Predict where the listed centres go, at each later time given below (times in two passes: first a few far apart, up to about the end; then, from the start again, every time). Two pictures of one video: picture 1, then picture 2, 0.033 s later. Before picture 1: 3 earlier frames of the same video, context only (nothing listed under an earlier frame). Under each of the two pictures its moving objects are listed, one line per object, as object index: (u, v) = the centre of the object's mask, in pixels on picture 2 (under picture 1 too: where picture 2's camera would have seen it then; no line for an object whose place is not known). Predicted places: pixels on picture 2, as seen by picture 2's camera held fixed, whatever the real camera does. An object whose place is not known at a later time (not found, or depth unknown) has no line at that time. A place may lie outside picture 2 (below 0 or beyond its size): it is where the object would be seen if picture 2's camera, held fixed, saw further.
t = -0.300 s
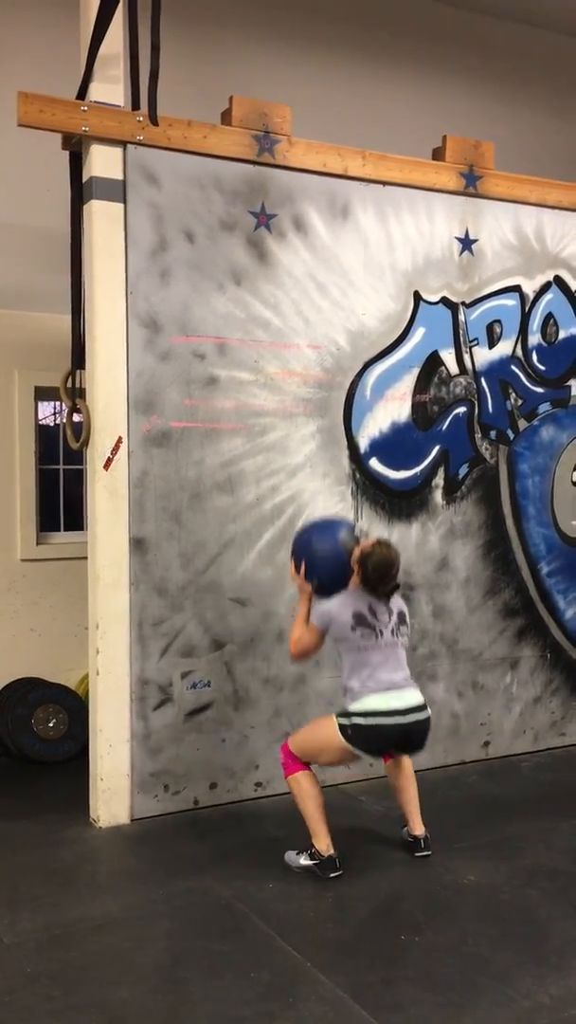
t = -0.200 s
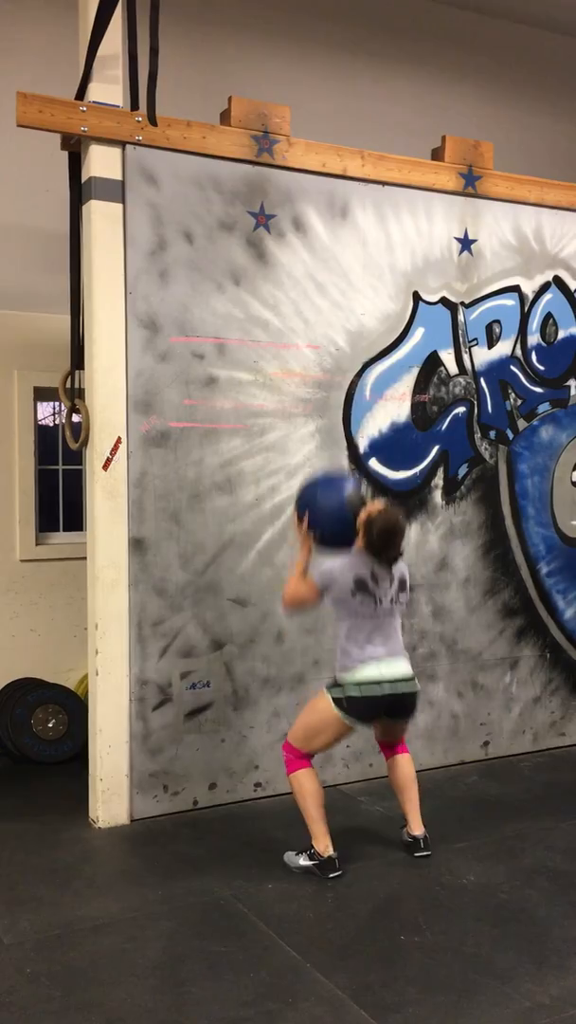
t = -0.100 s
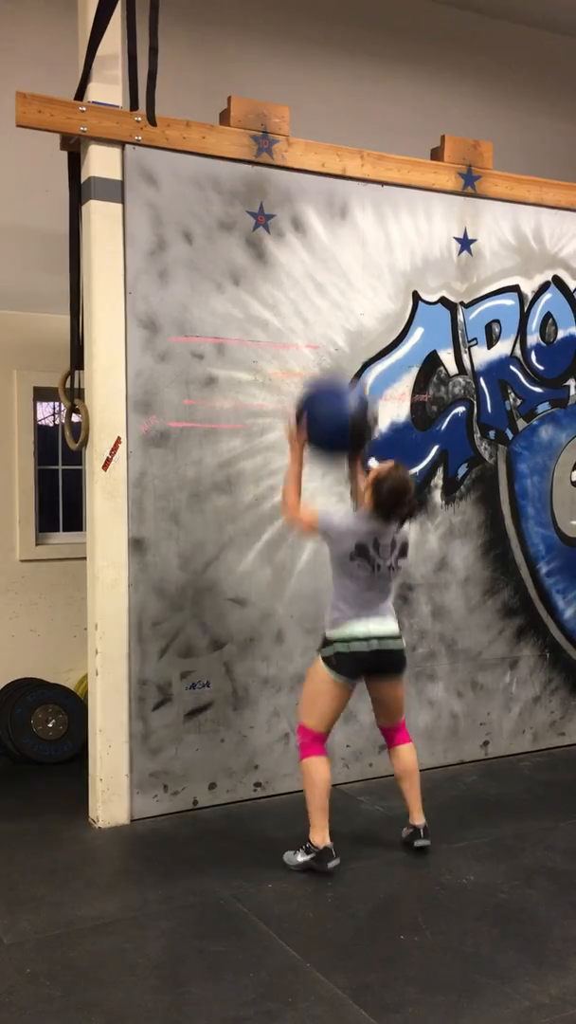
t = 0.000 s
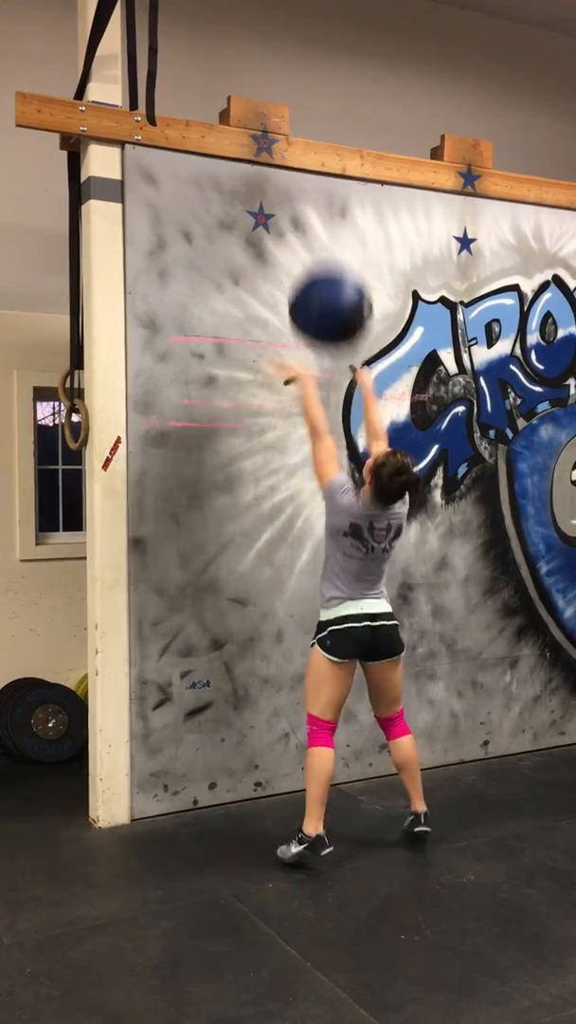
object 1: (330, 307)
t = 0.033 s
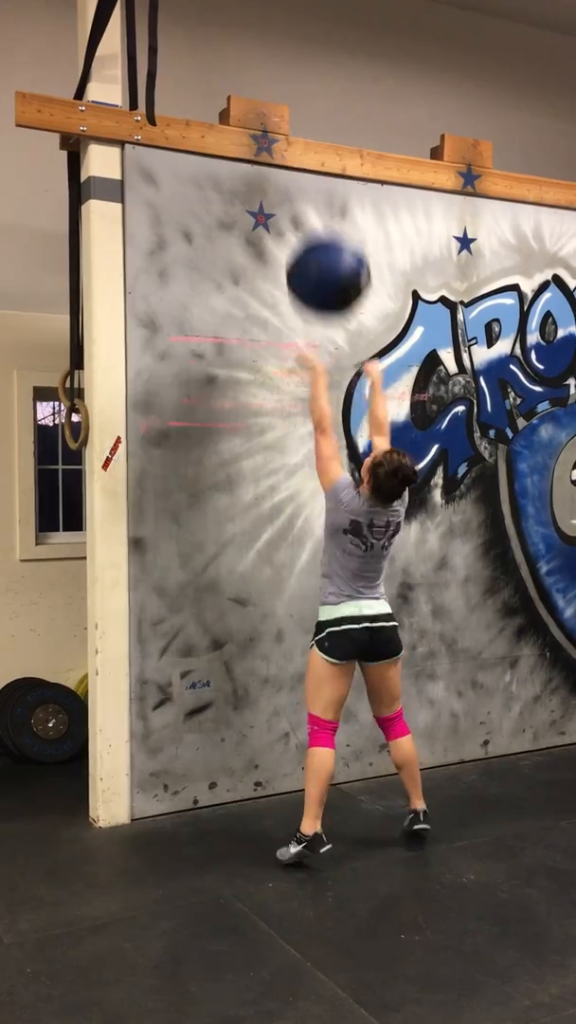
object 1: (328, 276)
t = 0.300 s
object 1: (311, 114)
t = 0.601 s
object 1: (302, 125)
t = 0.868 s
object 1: (320, 278)
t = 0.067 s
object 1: (326, 244)
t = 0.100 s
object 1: (324, 217)
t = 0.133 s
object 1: (322, 195)
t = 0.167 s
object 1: (320, 172)
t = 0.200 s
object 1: (318, 153)
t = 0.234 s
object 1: (316, 137)
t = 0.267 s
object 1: (313, 124)
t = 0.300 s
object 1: (311, 114)
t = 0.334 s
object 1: (310, 106)
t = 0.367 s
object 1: (307, 101)
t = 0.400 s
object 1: (305, 98)
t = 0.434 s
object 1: (303, 98)
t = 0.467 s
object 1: (301, 100)
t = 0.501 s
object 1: (300, 104)
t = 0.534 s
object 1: (299, 110)
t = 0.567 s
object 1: (299, 117)
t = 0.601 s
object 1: (302, 125)
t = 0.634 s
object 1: (304, 135)
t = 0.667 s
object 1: (307, 148)
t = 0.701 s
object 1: (309, 164)
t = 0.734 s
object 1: (311, 182)
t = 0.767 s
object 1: (313, 203)
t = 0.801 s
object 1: (315, 224)
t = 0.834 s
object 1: (318, 249)
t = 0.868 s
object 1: (320, 278)
